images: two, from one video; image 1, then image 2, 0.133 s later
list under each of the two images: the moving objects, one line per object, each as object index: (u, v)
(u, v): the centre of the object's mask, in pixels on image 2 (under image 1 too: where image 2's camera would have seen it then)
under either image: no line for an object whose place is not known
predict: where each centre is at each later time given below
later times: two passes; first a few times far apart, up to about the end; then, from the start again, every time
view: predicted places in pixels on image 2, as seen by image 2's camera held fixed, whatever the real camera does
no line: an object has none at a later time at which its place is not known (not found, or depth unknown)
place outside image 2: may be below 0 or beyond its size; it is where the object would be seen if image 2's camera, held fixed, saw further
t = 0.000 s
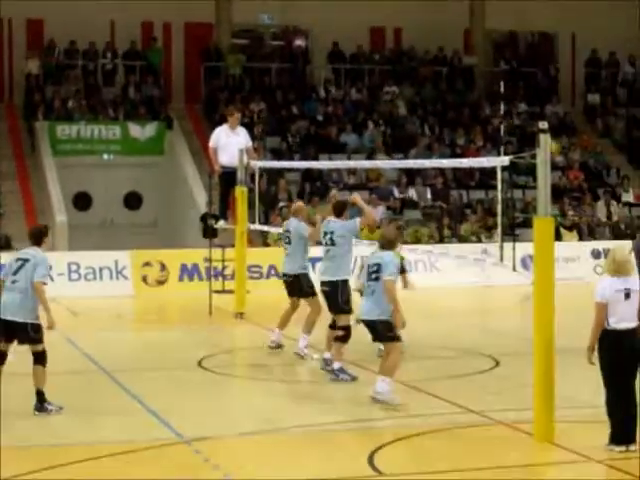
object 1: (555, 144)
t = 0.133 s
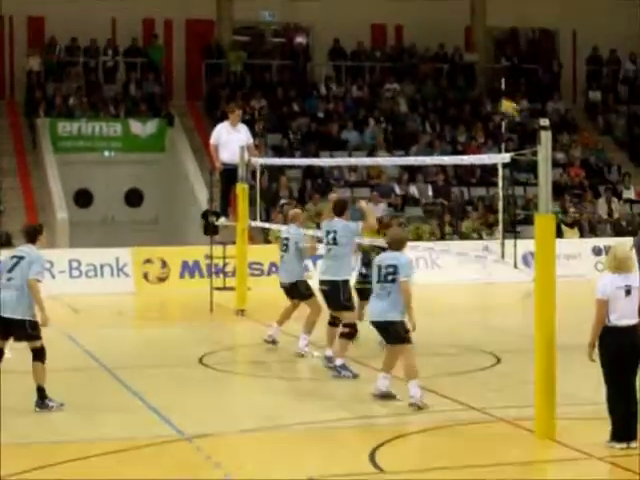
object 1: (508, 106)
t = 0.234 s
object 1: (477, 89)
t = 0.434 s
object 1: (420, 71)
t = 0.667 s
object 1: (356, 83)
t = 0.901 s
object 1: (294, 125)
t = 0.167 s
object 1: (498, 101)
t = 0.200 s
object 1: (488, 95)
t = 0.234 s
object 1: (477, 89)
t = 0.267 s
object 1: (468, 84)
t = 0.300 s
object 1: (458, 80)
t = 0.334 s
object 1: (448, 77)
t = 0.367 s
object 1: (439, 74)
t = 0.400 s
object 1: (428, 72)
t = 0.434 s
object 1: (420, 71)
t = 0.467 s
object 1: (410, 71)
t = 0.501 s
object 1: (401, 71)
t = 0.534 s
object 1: (391, 73)
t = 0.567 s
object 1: (380, 75)
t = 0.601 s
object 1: (373, 76)
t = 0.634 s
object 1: (364, 78)
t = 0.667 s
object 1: (356, 83)
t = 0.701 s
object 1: (346, 88)
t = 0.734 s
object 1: (336, 92)
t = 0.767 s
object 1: (328, 97)
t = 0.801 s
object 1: (319, 106)
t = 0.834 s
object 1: (312, 112)
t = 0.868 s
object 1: (302, 118)
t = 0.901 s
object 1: (294, 125)
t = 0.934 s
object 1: (285, 134)
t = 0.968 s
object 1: (278, 143)
